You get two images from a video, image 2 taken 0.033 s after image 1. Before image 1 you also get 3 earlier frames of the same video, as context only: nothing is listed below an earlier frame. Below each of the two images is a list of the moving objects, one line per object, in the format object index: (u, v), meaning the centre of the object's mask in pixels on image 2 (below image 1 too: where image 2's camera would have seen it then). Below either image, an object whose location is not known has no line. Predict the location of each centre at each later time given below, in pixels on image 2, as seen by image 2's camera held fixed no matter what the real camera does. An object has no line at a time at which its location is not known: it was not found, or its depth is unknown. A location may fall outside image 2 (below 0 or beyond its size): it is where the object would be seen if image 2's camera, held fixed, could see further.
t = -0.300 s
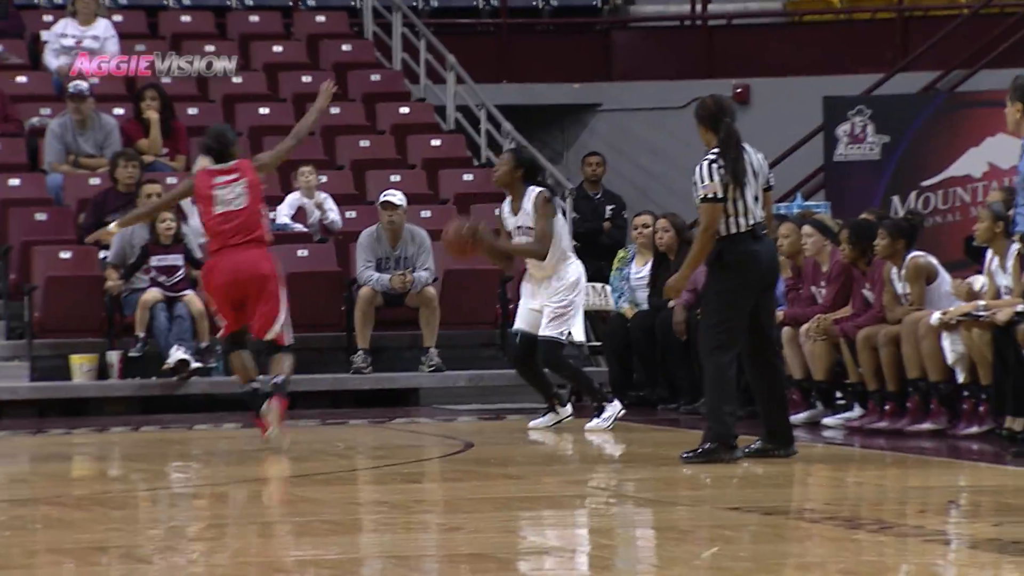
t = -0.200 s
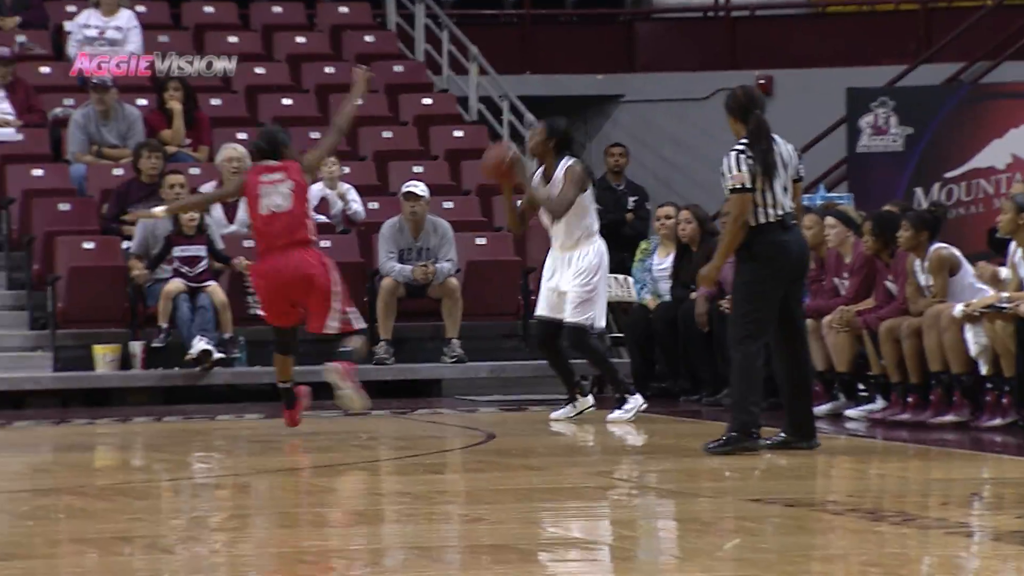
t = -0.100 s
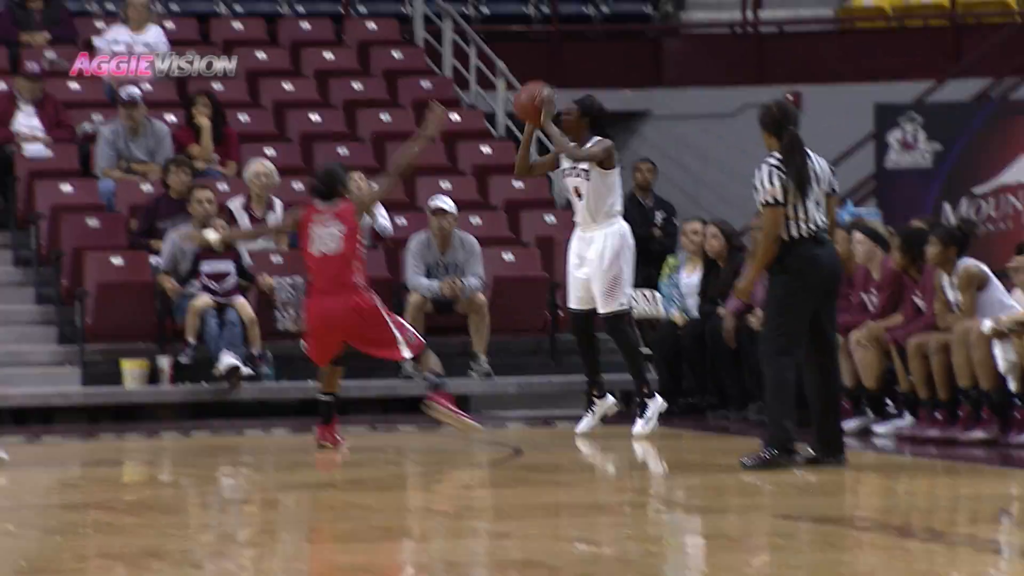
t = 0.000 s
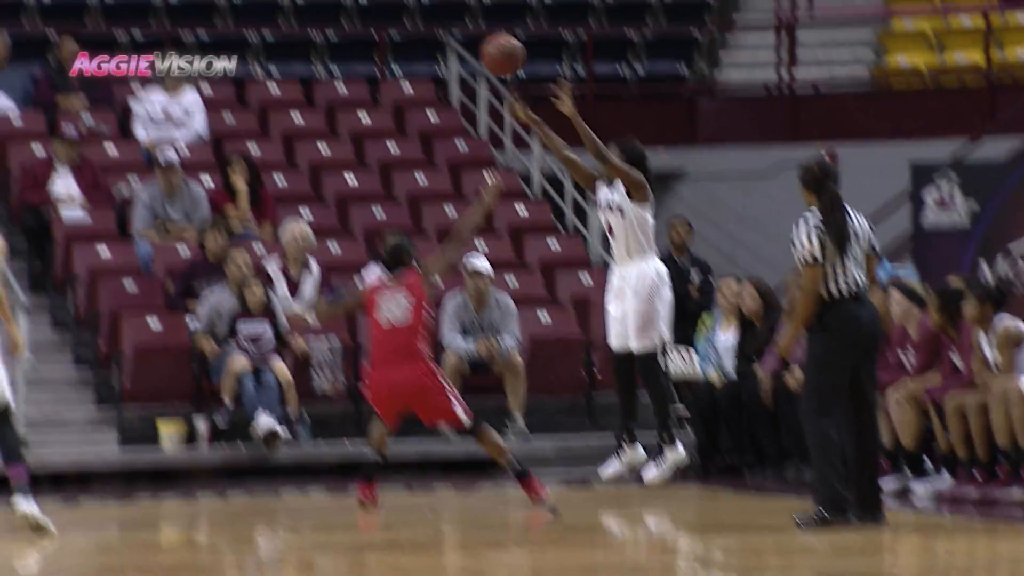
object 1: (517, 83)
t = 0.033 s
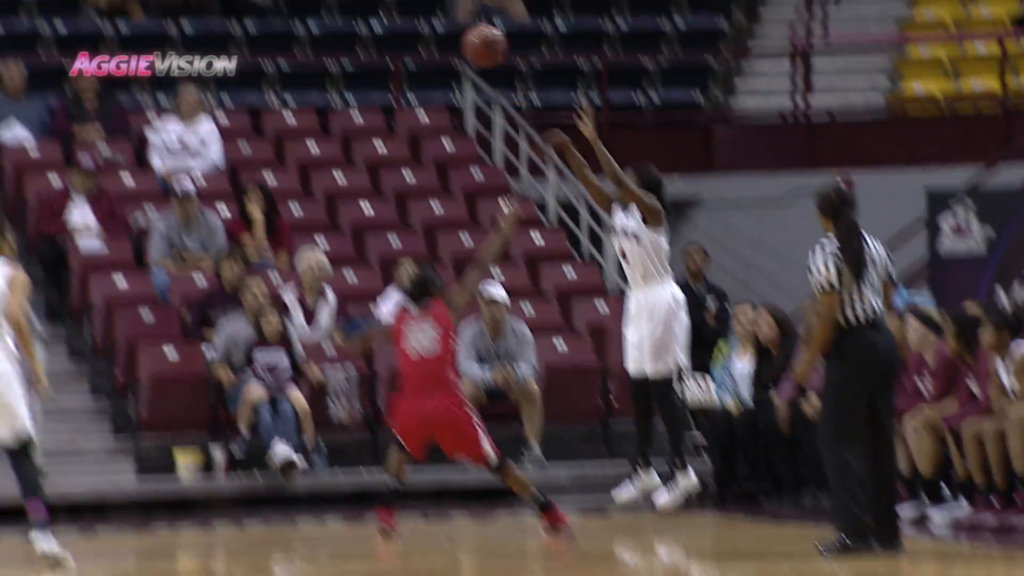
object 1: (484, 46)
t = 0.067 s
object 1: (452, 9)
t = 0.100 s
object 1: (416, -26)
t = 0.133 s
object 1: (383, -60)
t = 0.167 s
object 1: (347, -91)
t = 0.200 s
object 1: (313, -121)
